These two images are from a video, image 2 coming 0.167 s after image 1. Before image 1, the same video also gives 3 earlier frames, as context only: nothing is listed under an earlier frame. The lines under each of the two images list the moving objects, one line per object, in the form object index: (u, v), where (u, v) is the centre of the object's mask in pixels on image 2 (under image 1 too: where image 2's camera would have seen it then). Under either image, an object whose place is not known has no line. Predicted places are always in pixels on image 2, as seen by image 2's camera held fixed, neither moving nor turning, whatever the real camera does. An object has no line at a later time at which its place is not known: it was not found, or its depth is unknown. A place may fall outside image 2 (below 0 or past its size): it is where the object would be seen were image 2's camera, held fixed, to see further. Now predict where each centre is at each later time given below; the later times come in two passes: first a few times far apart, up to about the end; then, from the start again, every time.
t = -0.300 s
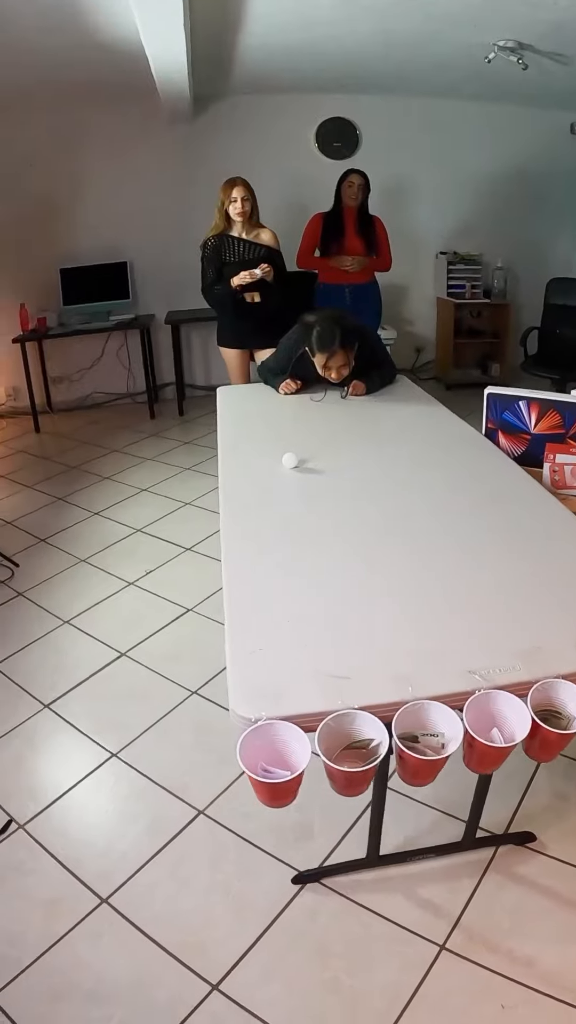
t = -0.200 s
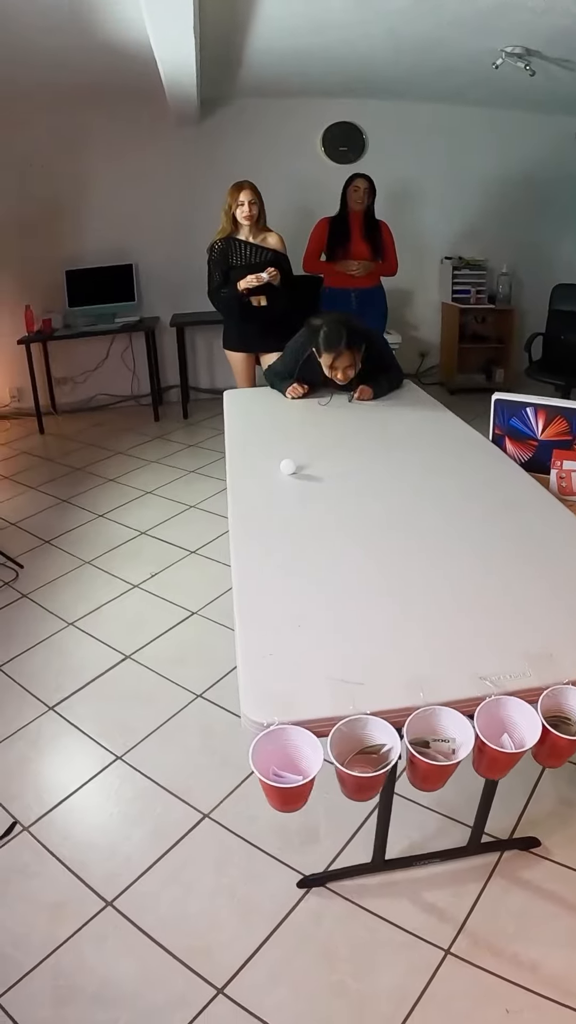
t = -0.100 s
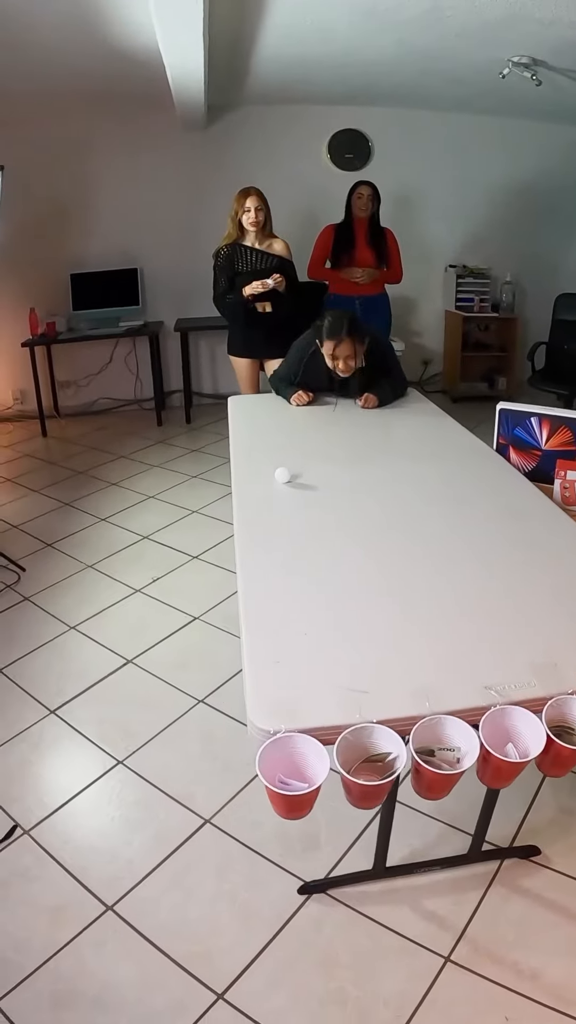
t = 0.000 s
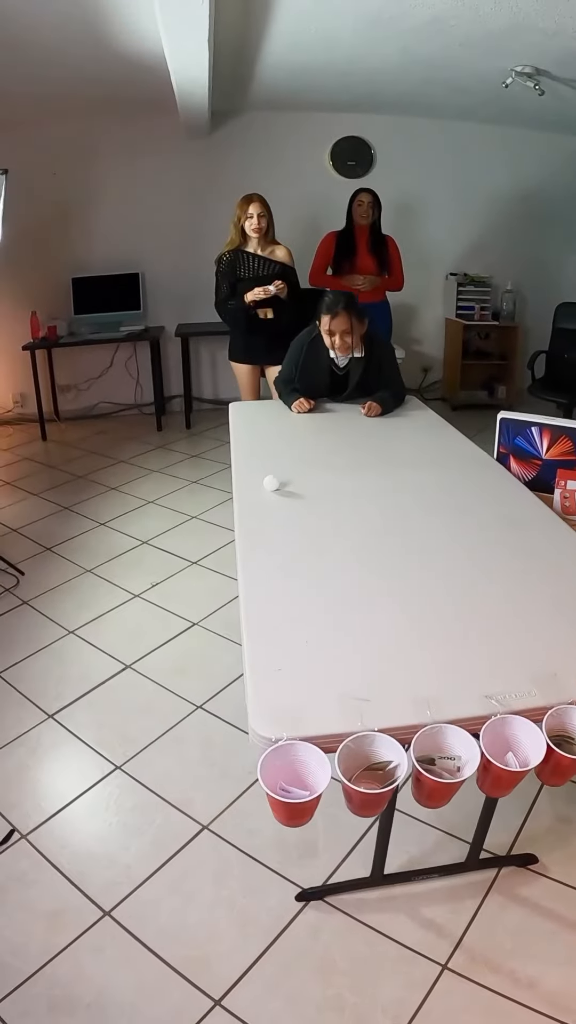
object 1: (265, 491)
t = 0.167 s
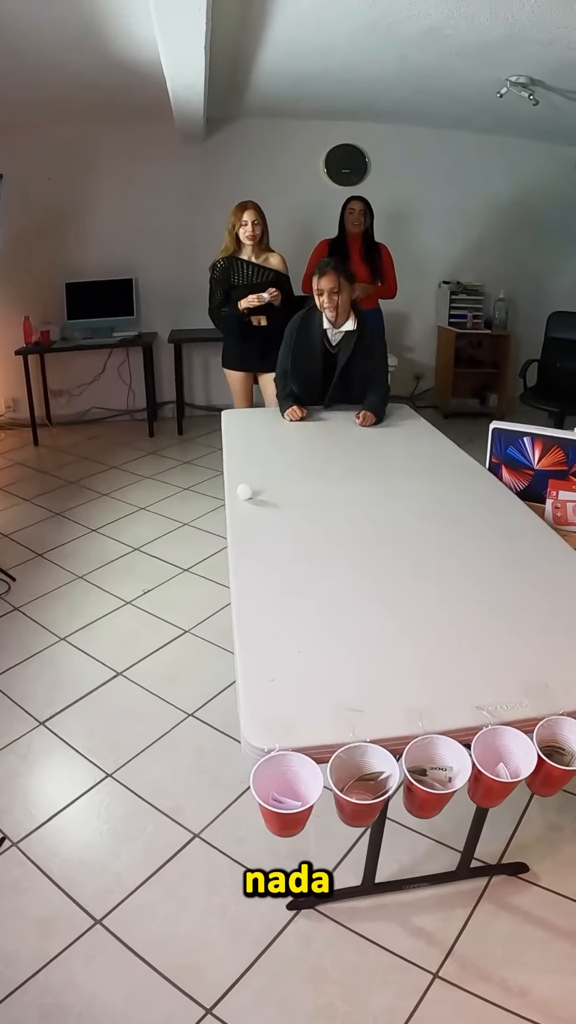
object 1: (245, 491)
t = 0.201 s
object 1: (243, 491)
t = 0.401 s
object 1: (228, 490)
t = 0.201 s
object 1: (243, 491)
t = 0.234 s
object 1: (240, 491)
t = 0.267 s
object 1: (237, 491)
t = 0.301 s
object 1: (235, 491)
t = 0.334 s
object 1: (233, 491)
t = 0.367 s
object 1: (230, 490)
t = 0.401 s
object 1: (228, 490)
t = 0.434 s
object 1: (225, 489)
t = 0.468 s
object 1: (222, 490)
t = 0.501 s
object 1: (218, 493)
